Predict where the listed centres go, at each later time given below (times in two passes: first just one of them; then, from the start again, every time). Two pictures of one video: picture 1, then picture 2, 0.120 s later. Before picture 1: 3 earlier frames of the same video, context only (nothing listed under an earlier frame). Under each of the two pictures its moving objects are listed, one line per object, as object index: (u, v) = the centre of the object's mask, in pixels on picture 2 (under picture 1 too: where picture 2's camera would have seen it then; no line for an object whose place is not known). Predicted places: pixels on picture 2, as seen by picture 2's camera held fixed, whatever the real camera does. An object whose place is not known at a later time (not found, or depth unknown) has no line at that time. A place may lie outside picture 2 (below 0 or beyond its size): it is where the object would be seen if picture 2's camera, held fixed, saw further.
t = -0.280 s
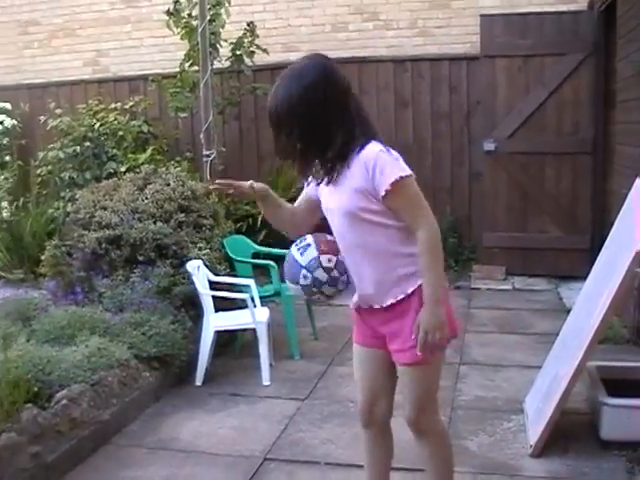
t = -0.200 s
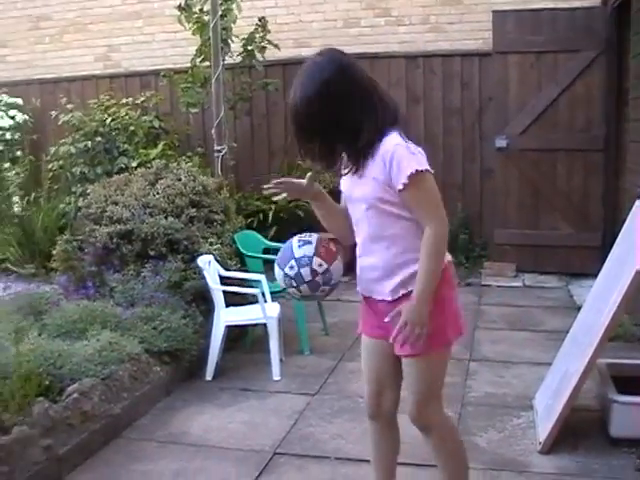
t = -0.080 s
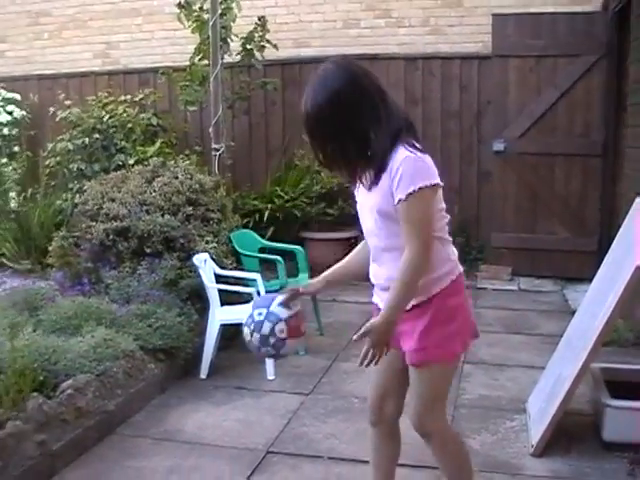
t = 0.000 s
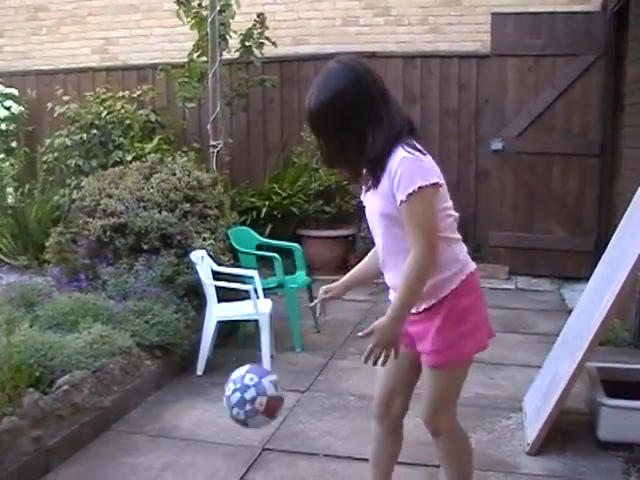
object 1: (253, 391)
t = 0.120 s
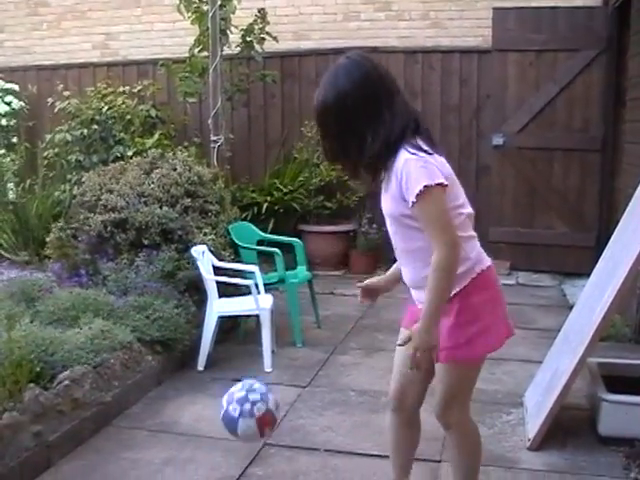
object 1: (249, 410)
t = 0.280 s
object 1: (273, 299)
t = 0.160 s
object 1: (255, 374)
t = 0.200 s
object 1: (261, 345)
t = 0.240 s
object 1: (267, 319)
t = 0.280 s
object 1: (273, 299)
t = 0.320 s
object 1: (280, 284)
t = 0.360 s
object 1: (286, 275)
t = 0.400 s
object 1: (292, 270)
